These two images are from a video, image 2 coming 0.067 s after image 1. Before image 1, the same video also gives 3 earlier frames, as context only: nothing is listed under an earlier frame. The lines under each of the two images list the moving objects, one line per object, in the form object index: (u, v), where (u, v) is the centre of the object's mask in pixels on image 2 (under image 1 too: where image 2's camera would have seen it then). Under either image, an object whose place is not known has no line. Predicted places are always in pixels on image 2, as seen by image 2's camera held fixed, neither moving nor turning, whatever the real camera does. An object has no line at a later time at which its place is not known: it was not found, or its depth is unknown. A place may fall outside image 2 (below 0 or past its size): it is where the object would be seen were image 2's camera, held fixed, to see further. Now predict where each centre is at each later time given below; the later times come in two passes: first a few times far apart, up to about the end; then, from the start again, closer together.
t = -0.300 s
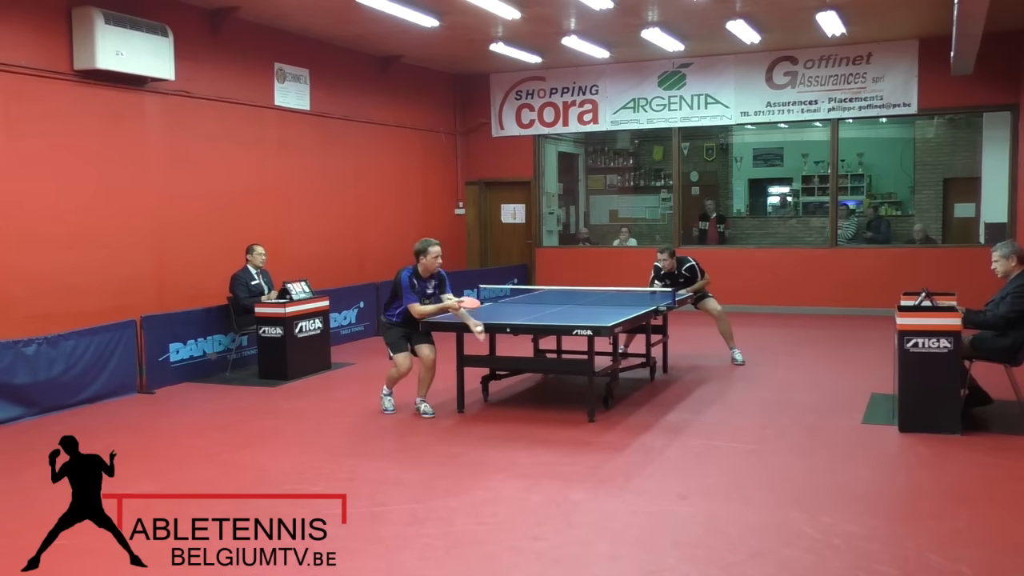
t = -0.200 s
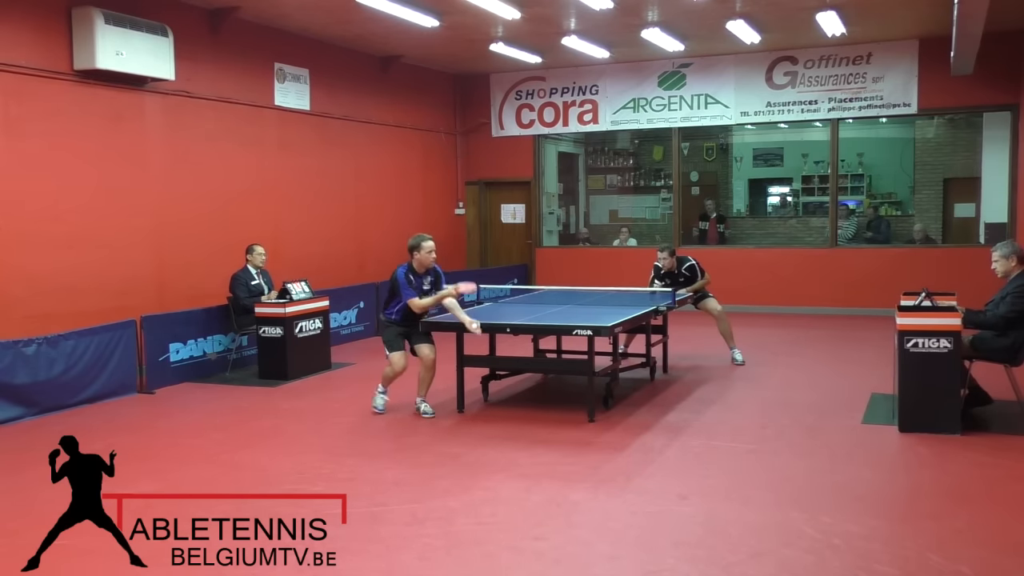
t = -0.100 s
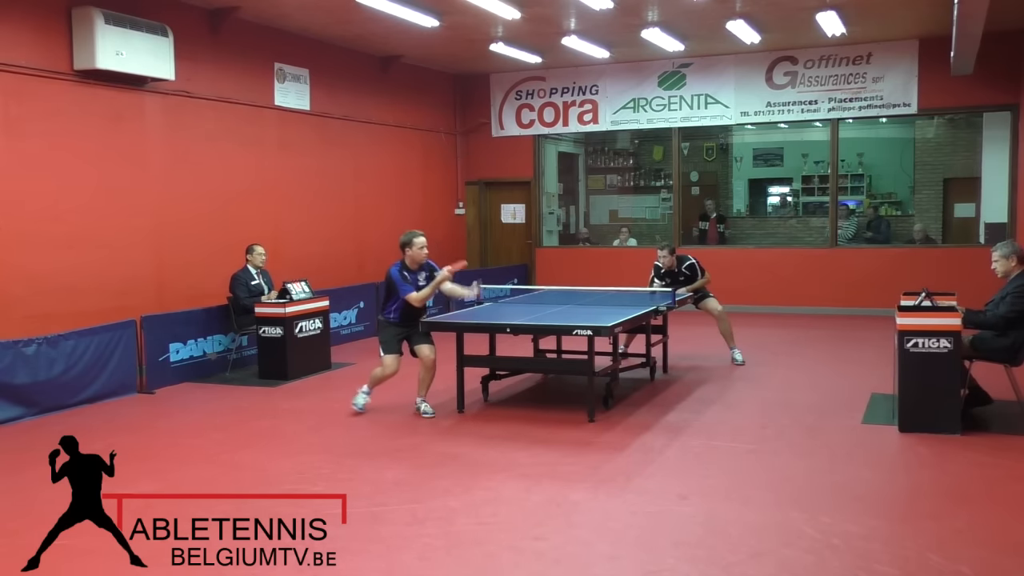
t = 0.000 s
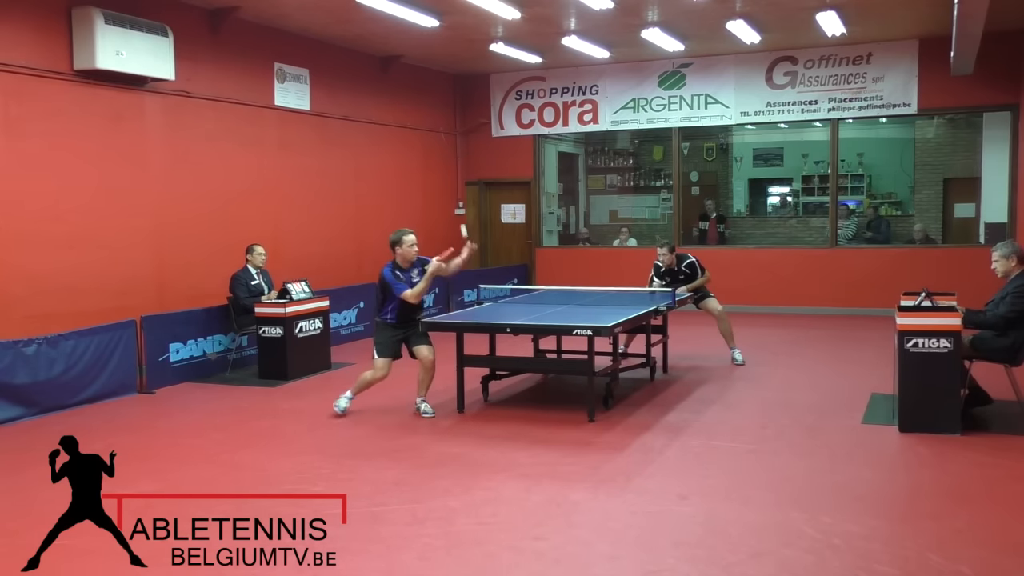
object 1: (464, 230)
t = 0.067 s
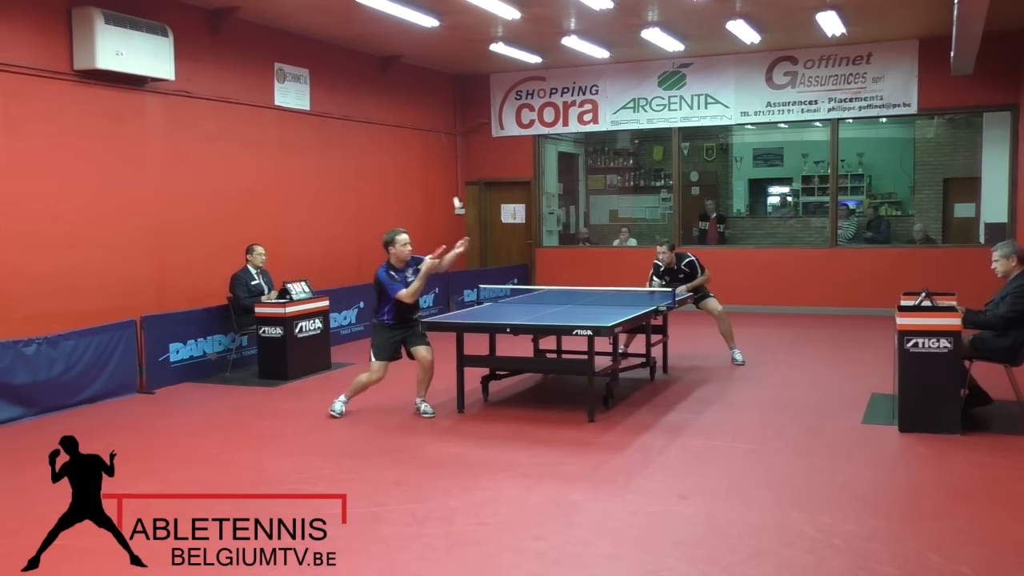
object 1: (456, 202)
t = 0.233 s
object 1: (438, 152)
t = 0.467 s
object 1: (412, 142)
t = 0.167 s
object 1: (445, 166)
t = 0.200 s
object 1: (440, 156)
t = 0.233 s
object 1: (438, 152)
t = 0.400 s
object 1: (419, 138)
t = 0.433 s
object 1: (416, 139)
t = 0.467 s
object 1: (412, 142)
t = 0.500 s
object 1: (408, 148)
